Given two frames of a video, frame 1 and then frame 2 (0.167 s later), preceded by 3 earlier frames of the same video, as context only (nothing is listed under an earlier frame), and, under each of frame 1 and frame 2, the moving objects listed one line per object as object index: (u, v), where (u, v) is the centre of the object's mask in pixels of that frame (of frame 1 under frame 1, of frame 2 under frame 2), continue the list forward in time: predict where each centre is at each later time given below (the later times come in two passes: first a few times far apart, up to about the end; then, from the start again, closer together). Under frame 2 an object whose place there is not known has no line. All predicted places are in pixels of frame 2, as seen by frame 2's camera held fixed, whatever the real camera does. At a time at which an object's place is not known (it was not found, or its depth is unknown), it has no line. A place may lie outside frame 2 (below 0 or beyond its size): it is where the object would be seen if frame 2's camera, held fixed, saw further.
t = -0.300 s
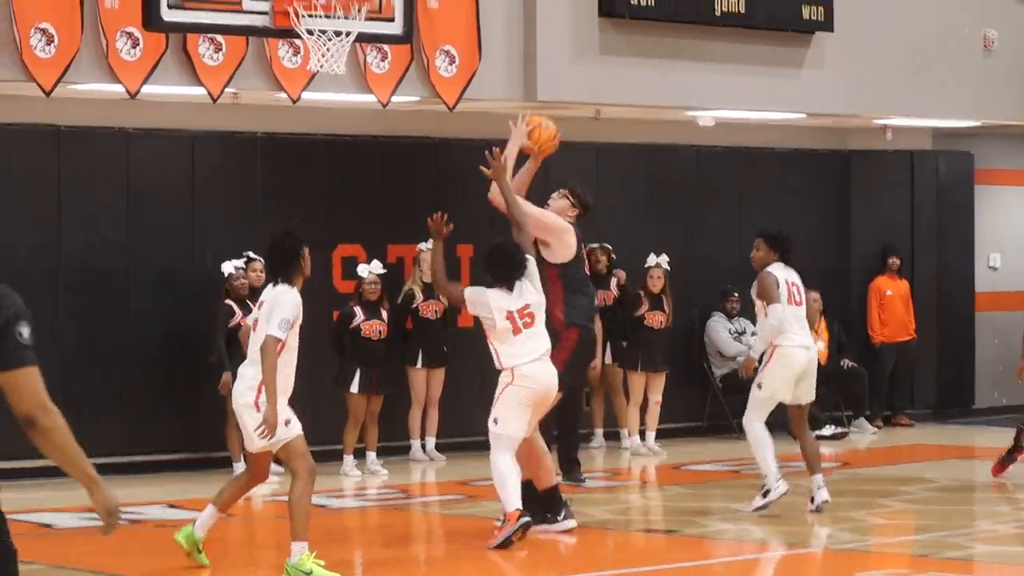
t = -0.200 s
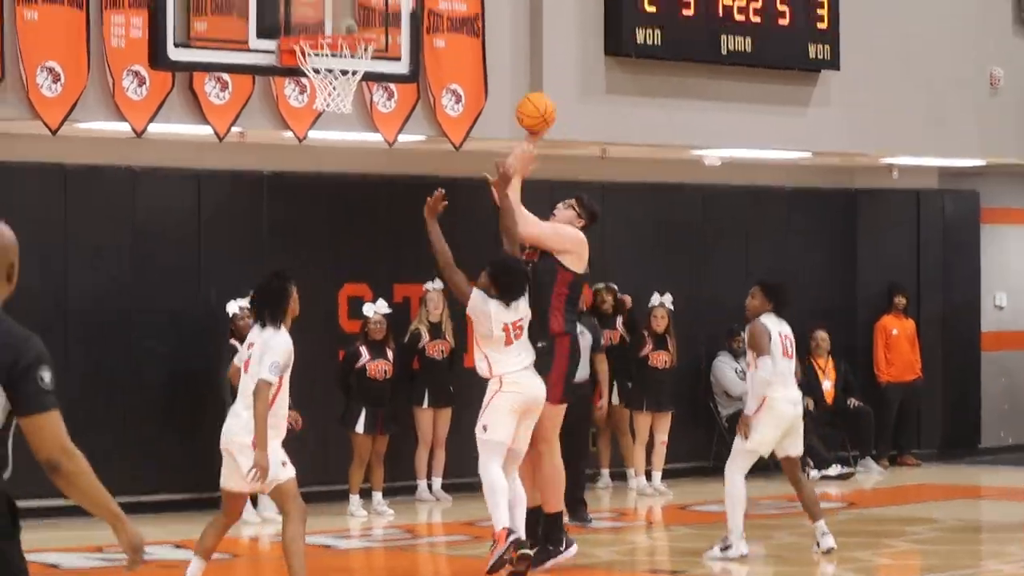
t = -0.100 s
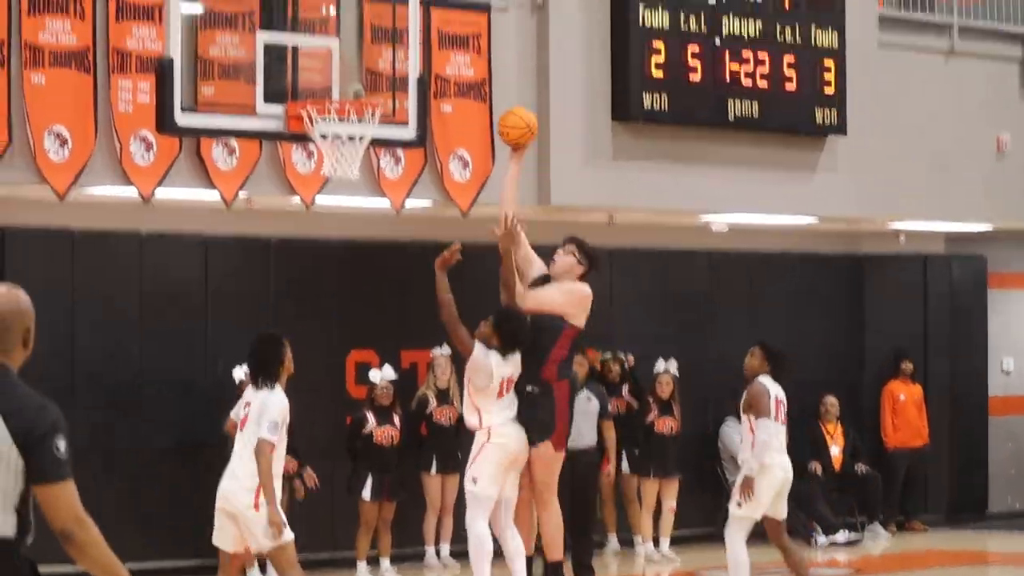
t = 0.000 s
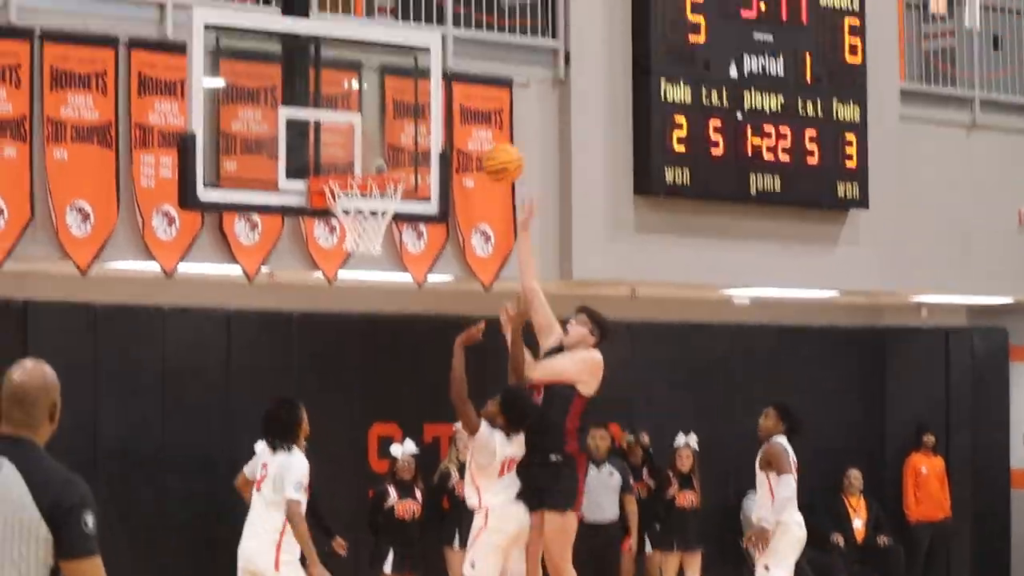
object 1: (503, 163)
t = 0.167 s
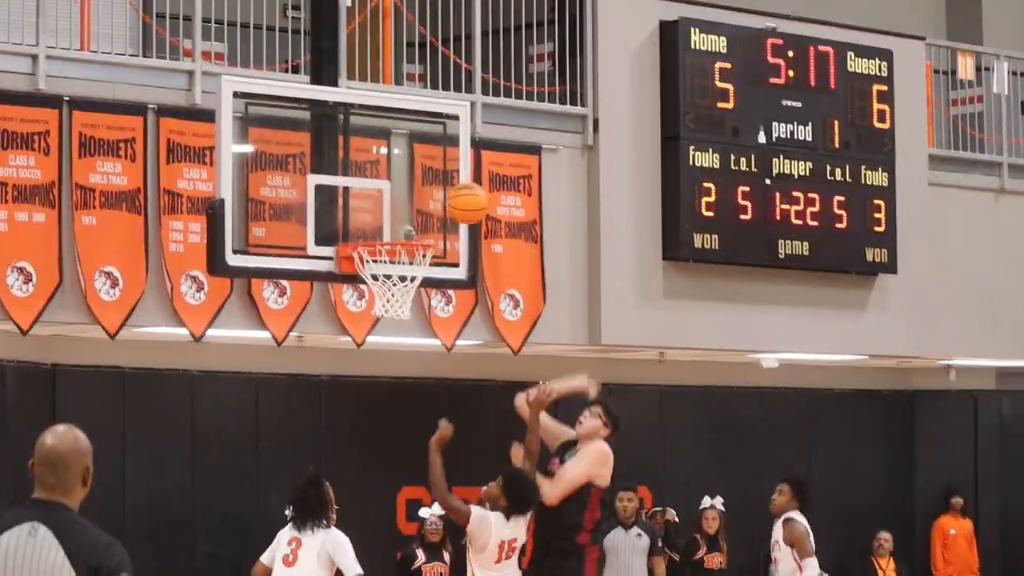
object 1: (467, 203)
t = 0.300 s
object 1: (415, 216)
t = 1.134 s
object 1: (381, 266)
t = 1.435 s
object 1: (411, 297)
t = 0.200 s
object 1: (455, 202)
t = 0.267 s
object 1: (428, 208)
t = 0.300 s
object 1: (415, 216)
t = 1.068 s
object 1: (373, 258)
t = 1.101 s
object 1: (376, 262)
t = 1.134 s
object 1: (381, 266)
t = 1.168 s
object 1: (388, 269)
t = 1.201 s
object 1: (397, 277)
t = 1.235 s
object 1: (402, 279)
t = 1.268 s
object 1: (405, 287)
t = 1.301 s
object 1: (410, 288)
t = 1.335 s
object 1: (412, 291)
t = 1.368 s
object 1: (412, 294)
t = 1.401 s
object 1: (412, 295)
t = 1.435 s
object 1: (411, 297)
